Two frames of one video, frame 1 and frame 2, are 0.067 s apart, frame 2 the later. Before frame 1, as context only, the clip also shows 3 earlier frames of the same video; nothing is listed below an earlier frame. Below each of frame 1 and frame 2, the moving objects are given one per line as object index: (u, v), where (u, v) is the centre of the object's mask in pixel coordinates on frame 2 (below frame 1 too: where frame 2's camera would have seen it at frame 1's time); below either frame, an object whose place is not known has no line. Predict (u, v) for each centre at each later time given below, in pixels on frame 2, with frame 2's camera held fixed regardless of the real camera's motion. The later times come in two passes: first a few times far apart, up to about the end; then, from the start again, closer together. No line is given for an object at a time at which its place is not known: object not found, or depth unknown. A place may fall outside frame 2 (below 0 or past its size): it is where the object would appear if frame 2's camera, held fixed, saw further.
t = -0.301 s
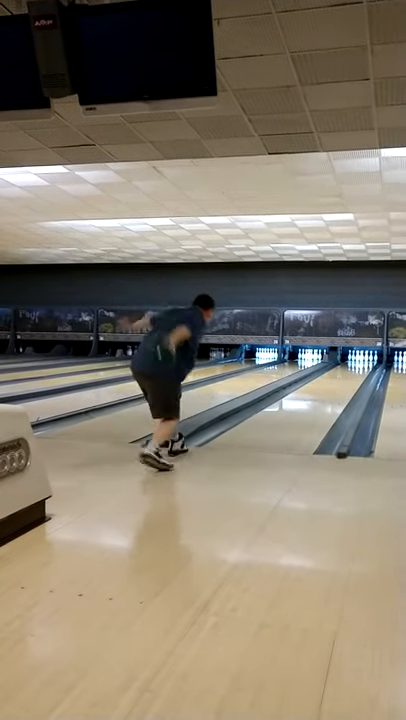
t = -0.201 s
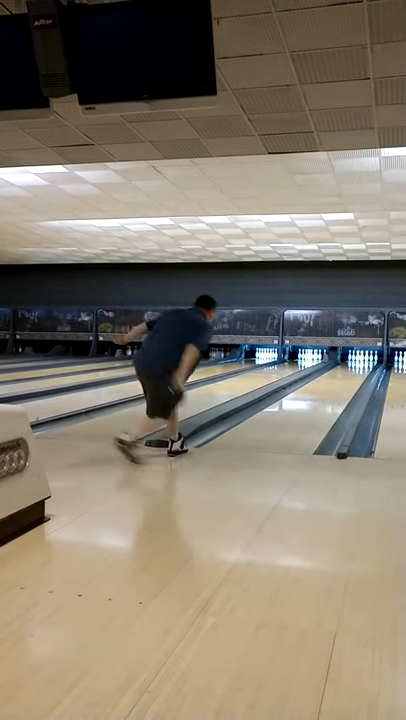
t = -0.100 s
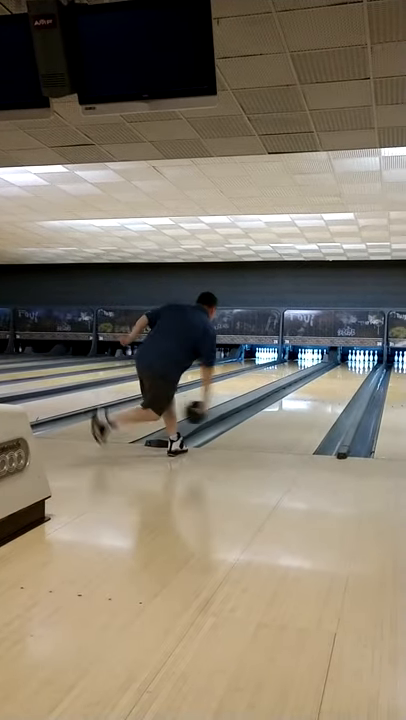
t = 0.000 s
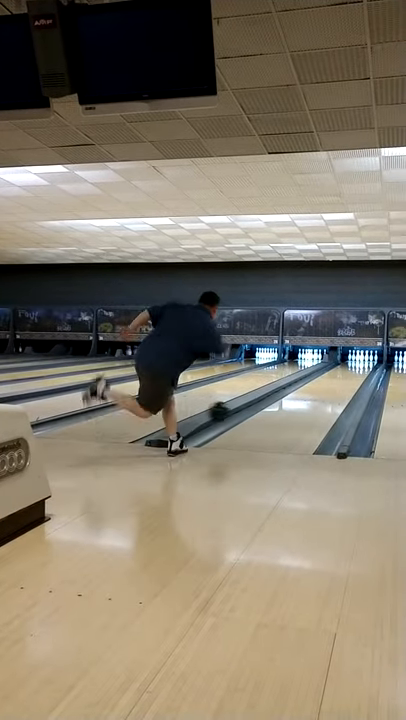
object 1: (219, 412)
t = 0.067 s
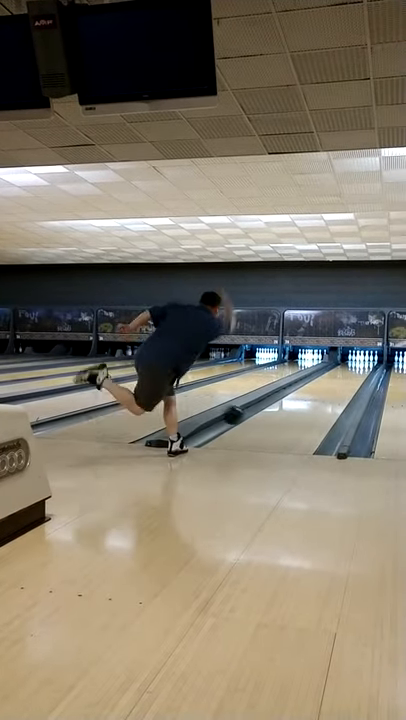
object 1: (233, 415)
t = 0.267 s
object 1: (265, 414)
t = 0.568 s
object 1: (299, 398)
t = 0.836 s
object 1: (320, 388)
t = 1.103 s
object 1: (335, 381)
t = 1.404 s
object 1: (348, 375)
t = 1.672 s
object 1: (357, 371)
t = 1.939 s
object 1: (364, 367)
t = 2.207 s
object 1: (368, 364)
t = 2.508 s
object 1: (368, 362)
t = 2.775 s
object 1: (366, 360)
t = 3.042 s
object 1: (364, 359)
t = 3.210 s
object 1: (364, 358)
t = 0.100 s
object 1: (239, 418)
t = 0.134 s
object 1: (245, 422)
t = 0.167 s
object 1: (250, 421)
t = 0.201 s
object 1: (256, 418)
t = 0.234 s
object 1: (261, 416)
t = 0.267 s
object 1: (265, 414)
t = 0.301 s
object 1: (270, 411)
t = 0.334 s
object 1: (274, 409)
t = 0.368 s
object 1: (278, 407)
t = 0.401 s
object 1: (282, 406)
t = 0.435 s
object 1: (286, 404)
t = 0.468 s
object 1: (290, 402)
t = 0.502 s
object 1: (293, 401)
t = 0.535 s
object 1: (296, 399)
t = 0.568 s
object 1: (299, 398)
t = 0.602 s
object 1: (302, 396)
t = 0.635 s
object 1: (305, 395)
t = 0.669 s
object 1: (308, 394)
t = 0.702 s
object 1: (310, 393)
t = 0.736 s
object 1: (313, 392)
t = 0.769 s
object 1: (315, 390)
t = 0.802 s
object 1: (317, 389)
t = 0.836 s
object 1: (320, 388)
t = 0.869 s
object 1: (322, 387)
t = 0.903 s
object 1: (324, 387)
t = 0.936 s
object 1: (326, 385)
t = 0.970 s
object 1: (328, 384)
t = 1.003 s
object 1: (330, 383)
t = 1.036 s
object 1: (332, 383)
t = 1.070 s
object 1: (333, 382)
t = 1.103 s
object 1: (335, 381)
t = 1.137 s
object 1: (337, 381)
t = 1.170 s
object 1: (338, 380)
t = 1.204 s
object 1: (340, 379)
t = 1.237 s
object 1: (341, 378)
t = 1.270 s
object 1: (343, 378)
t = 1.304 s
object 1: (344, 377)
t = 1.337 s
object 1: (346, 377)
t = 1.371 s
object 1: (347, 376)
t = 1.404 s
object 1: (348, 375)
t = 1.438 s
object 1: (349, 375)
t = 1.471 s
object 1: (350, 374)
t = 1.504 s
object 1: (351, 373)
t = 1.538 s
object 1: (353, 373)
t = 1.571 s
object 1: (354, 372)
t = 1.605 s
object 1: (355, 372)
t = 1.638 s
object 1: (356, 371)
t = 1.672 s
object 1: (357, 371)
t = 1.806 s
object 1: (360, 369)
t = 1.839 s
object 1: (361, 369)
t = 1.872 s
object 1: (362, 368)
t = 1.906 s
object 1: (363, 368)
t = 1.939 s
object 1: (364, 367)
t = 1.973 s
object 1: (365, 367)
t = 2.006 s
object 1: (365, 367)
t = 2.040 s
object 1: (365, 367)
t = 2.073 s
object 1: (366, 366)
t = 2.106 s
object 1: (367, 366)
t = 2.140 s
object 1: (367, 365)
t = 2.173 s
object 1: (368, 365)
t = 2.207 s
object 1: (368, 364)
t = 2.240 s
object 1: (368, 364)
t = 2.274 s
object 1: (368, 364)
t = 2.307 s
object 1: (368, 364)
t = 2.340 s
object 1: (369, 363)
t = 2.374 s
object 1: (369, 363)
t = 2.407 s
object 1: (369, 363)
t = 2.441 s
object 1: (369, 363)
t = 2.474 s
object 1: (368, 363)
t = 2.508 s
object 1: (368, 362)
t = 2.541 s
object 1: (368, 362)
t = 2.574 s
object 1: (367, 362)
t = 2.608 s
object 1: (367, 362)
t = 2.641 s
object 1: (367, 362)
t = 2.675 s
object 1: (367, 361)
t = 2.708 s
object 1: (366, 361)
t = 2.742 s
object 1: (366, 361)
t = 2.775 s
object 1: (366, 360)
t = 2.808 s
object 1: (366, 360)
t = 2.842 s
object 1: (366, 360)
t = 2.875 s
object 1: (365, 360)
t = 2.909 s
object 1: (365, 360)
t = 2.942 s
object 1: (364, 359)
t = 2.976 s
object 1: (363, 359)
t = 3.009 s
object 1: (363, 359)
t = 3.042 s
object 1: (364, 359)
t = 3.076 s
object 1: (363, 359)
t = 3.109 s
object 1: (363, 359)
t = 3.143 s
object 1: (363, 359)
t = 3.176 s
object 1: (363, 358)
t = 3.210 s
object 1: (364, 358)
